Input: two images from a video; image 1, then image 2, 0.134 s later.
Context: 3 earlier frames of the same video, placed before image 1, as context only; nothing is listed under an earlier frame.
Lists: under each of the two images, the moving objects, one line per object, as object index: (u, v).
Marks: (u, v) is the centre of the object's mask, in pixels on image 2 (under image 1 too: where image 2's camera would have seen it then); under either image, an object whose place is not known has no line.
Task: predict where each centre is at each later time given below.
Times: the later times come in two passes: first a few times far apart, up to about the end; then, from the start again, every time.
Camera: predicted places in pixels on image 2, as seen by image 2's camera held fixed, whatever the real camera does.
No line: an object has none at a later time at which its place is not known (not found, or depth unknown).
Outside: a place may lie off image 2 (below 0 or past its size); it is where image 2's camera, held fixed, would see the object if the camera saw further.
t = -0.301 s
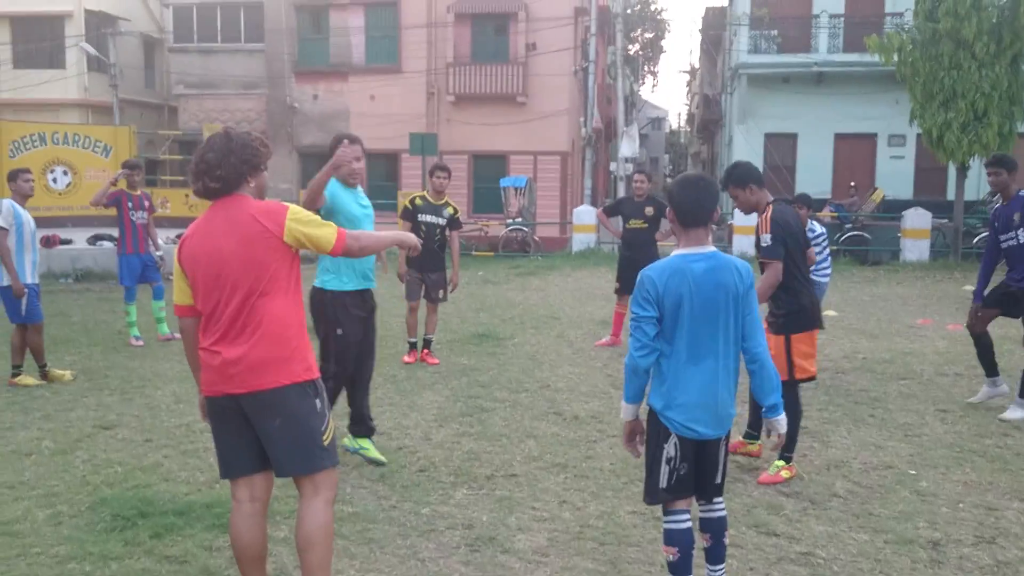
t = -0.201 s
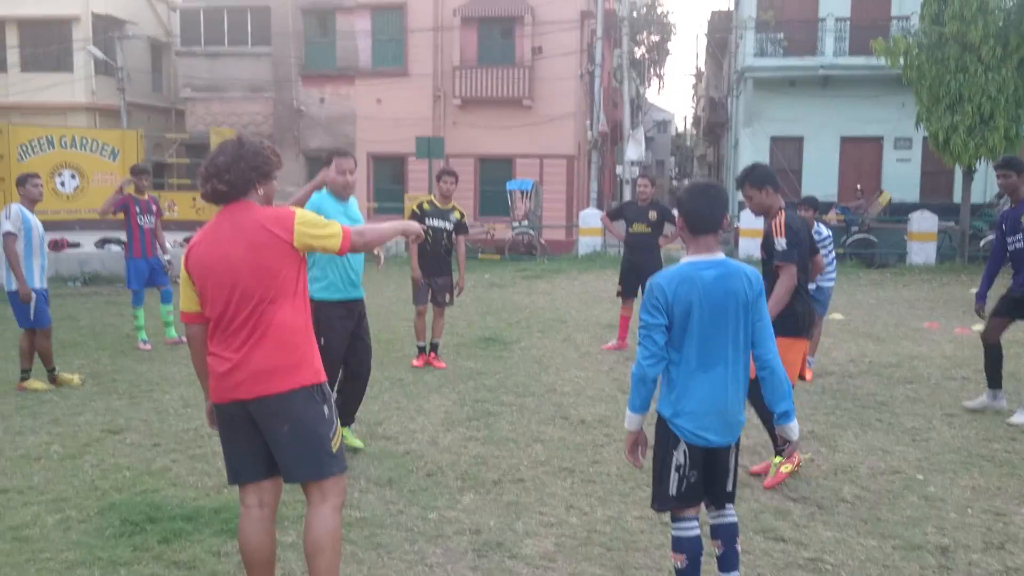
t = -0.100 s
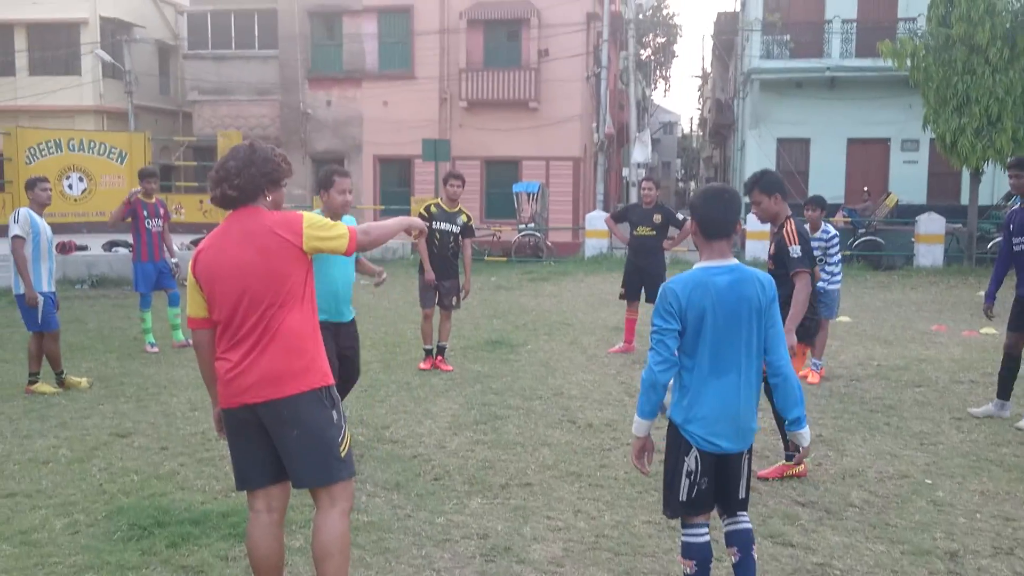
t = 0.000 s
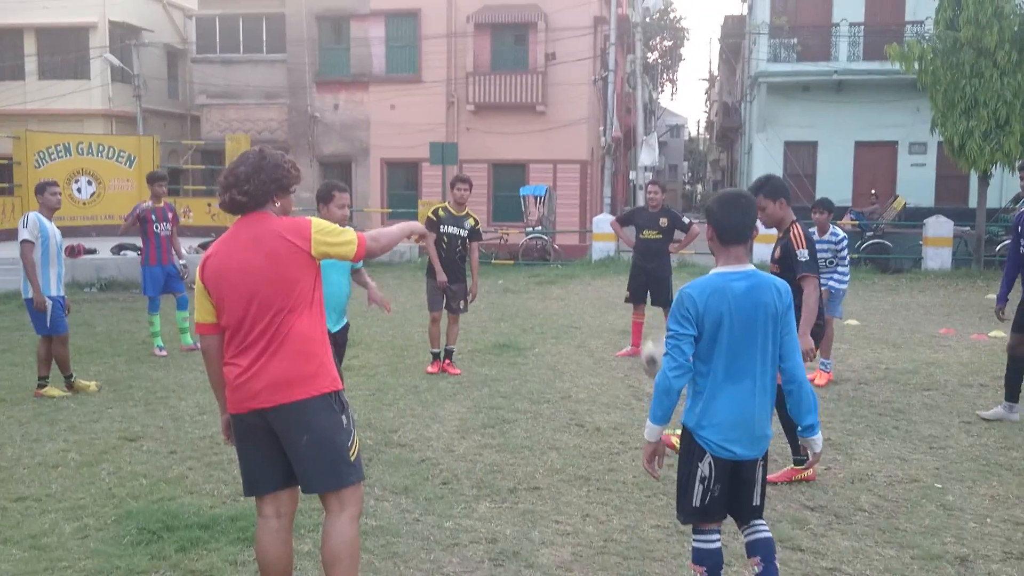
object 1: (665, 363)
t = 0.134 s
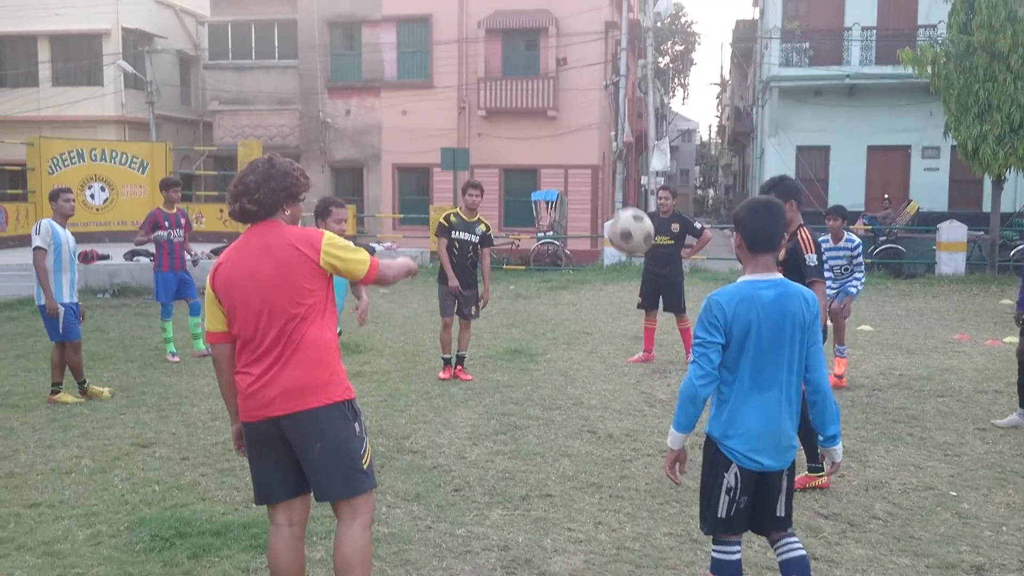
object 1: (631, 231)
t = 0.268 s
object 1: (585, 131)
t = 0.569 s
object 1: (479, 29)
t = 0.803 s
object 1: (396, 74)
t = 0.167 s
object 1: (619, 203)
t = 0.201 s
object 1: (608, 176)
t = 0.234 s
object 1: (596, 152)
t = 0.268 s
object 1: (585, 131)
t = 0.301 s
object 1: (573, 110)
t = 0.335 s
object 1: (561, 92)
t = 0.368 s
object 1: (550, 77)
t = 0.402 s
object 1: (538, 63)
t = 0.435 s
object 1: (526, 52)
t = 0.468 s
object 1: (514, 43)
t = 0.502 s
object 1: (502, 36)
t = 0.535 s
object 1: (491, 32)
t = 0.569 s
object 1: (479, 29)
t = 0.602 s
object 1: (467, 29)
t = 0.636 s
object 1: (455, 31)
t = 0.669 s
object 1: (443, 36)
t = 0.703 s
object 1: (431, 42)
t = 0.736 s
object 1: (420, 50)
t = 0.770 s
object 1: (408, 61)
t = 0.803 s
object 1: (396, 74)
